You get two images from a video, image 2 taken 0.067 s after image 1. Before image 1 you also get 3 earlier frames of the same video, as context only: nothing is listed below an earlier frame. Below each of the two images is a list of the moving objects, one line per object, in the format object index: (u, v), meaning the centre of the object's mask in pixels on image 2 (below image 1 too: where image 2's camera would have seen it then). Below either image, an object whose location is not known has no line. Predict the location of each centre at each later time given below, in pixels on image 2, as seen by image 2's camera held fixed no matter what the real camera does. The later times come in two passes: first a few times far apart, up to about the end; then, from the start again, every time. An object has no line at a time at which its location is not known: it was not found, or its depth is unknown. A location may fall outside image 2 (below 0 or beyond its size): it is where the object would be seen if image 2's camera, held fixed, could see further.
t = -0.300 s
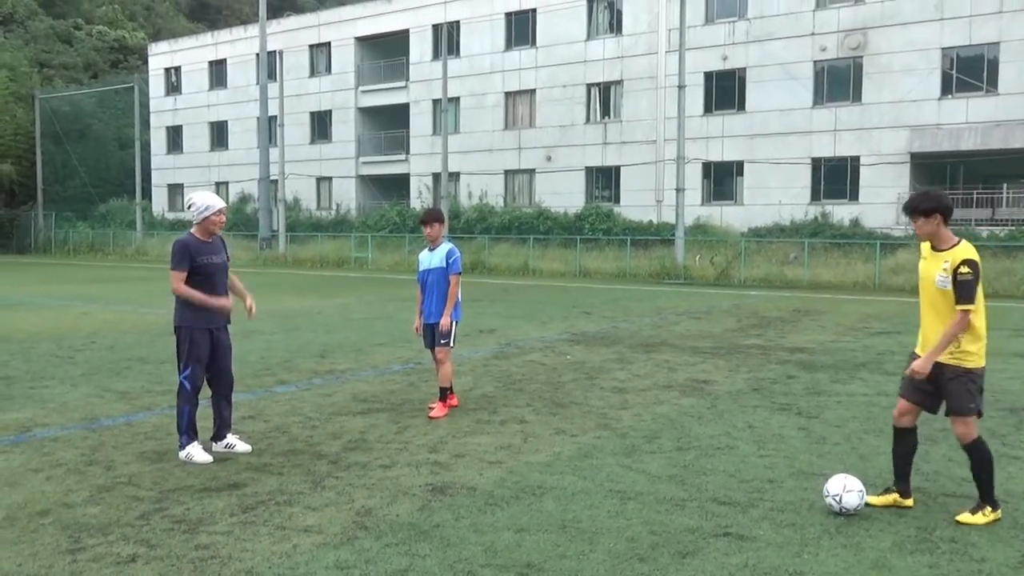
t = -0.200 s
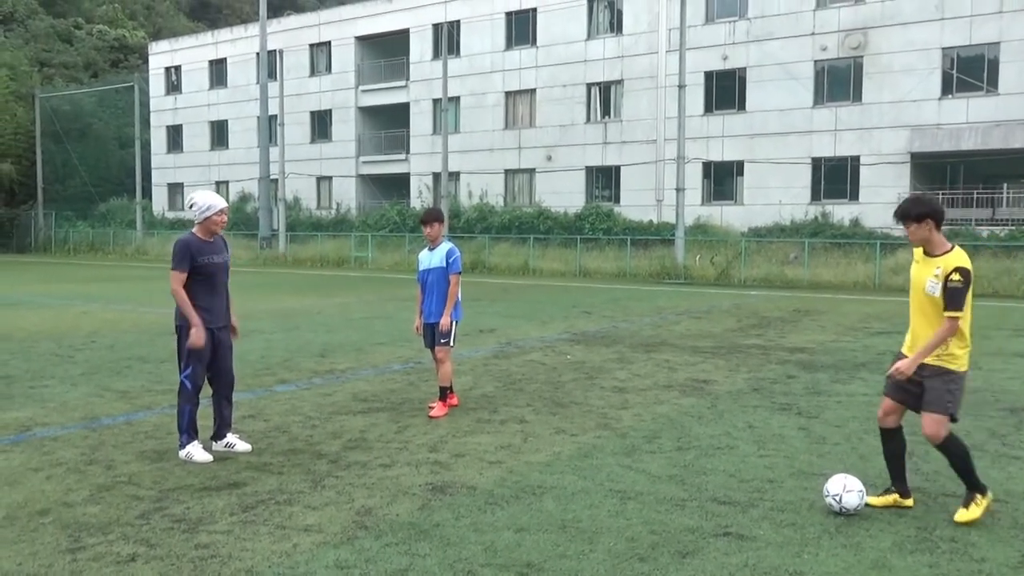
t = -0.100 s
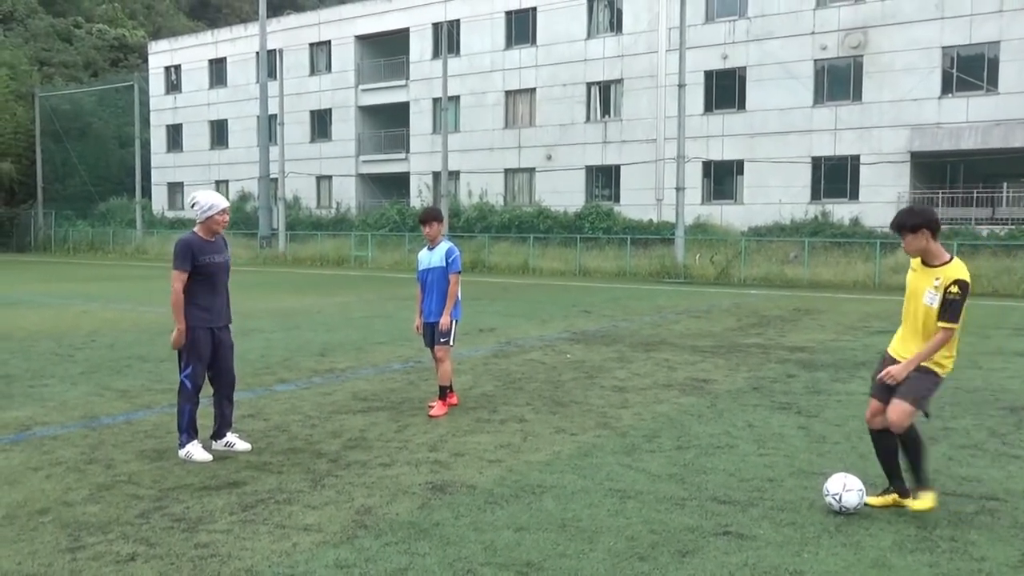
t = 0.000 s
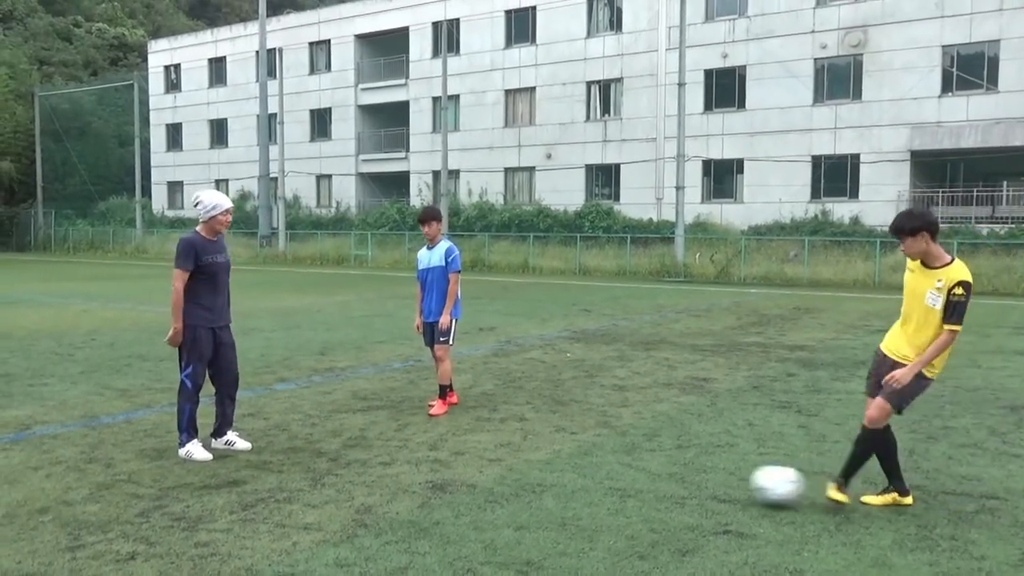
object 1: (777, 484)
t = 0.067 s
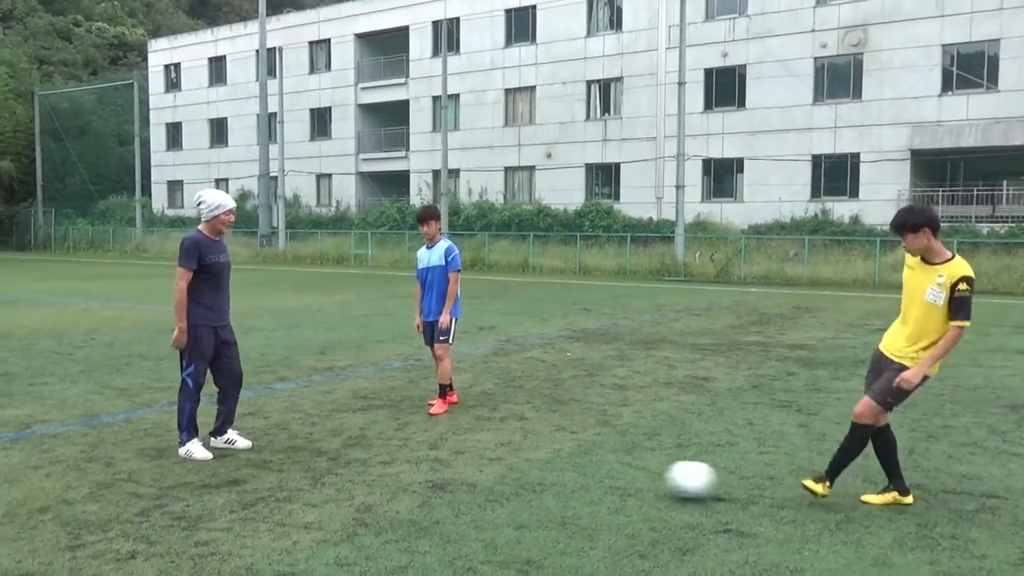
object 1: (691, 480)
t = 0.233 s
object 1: (514, 466)
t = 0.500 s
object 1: (313, 441)
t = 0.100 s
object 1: (652, 475)
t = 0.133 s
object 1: (615, 472)
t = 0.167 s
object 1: (579, 470)
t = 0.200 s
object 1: (544, 470)
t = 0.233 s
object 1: (514, 466)
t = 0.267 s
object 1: (483, 460)
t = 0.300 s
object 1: (455, 458)
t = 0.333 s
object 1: (427, 457)
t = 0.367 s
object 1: (398, 458)
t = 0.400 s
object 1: (375, 454)
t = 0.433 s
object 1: (354, 447)
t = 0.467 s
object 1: (334, 444)
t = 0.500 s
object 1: (313, 441)
